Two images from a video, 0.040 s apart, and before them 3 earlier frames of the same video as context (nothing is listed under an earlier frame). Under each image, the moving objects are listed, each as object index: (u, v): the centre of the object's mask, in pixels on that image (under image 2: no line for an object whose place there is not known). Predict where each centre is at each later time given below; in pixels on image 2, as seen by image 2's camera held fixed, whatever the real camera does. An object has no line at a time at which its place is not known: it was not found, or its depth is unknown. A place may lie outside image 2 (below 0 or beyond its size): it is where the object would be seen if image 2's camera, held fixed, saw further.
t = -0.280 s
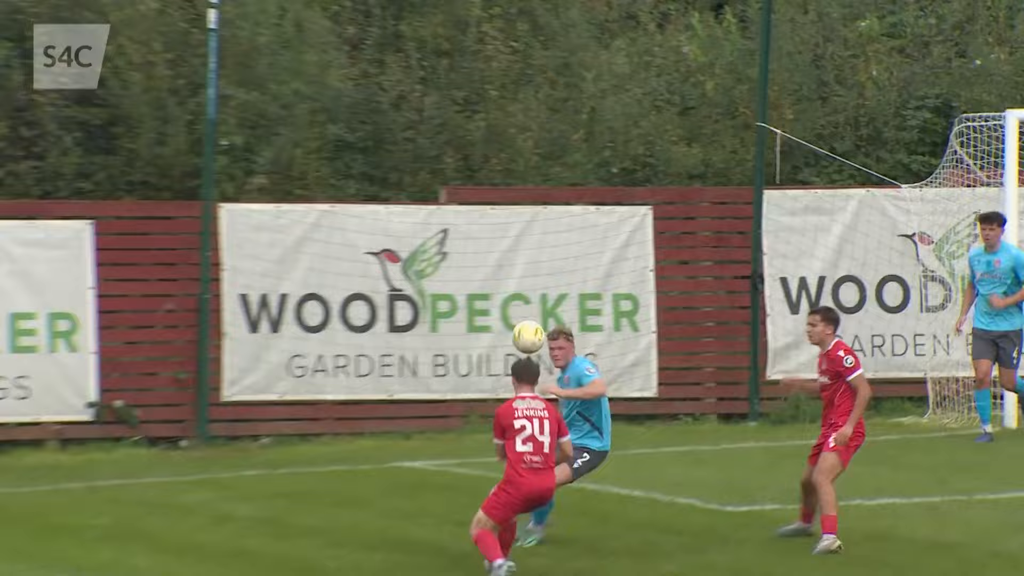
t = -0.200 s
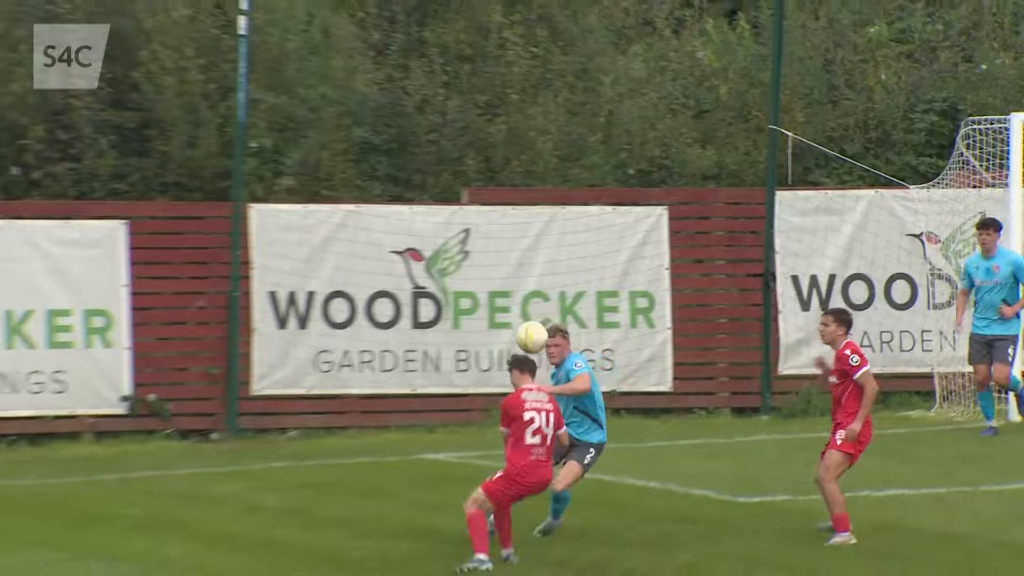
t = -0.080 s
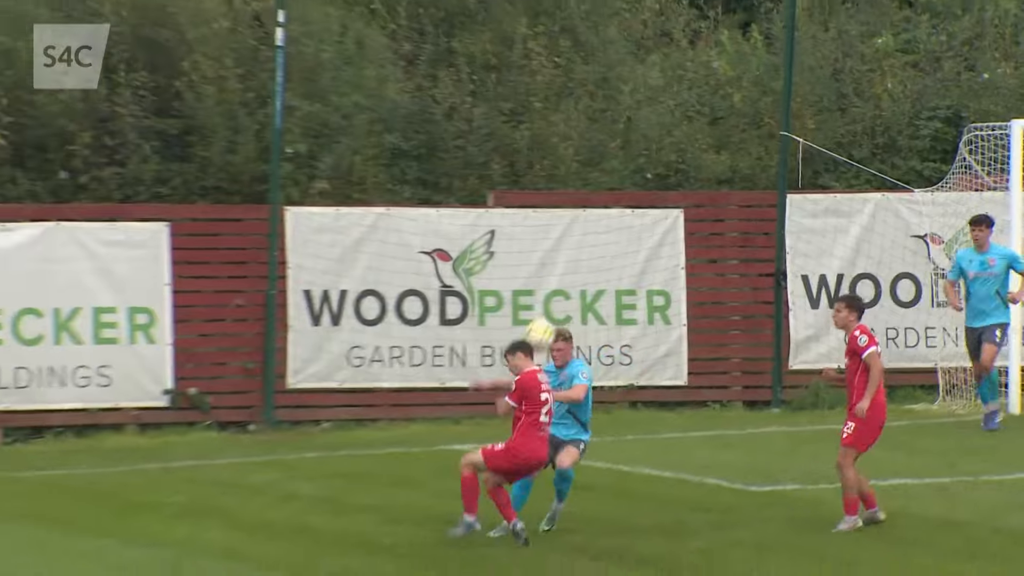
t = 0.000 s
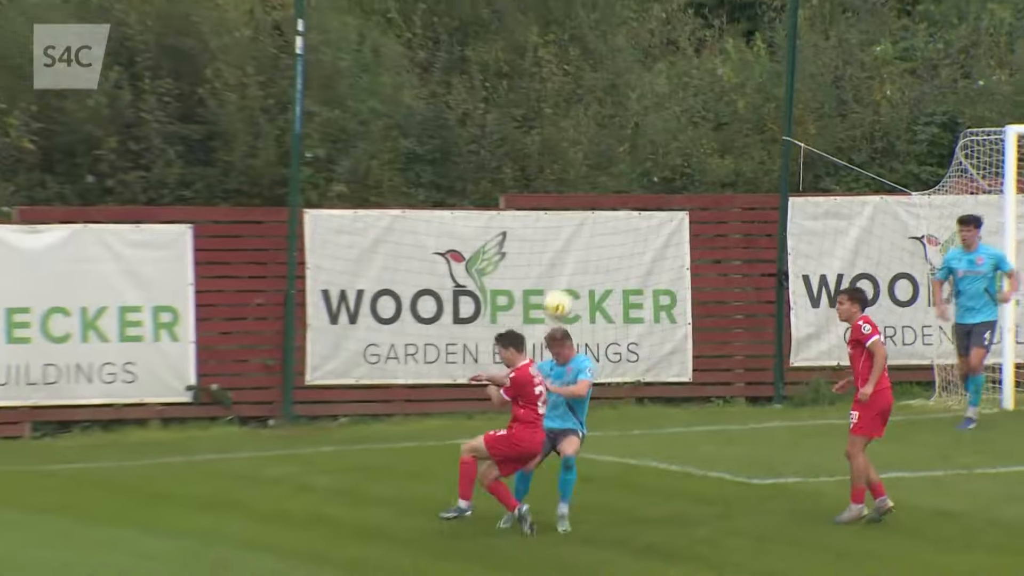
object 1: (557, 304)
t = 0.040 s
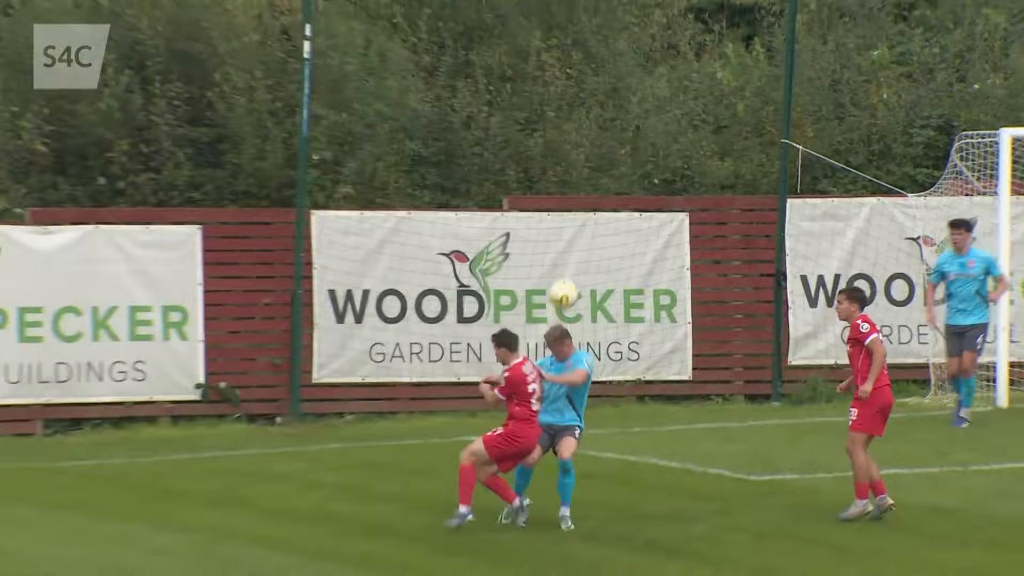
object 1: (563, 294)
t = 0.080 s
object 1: (569, 286)
